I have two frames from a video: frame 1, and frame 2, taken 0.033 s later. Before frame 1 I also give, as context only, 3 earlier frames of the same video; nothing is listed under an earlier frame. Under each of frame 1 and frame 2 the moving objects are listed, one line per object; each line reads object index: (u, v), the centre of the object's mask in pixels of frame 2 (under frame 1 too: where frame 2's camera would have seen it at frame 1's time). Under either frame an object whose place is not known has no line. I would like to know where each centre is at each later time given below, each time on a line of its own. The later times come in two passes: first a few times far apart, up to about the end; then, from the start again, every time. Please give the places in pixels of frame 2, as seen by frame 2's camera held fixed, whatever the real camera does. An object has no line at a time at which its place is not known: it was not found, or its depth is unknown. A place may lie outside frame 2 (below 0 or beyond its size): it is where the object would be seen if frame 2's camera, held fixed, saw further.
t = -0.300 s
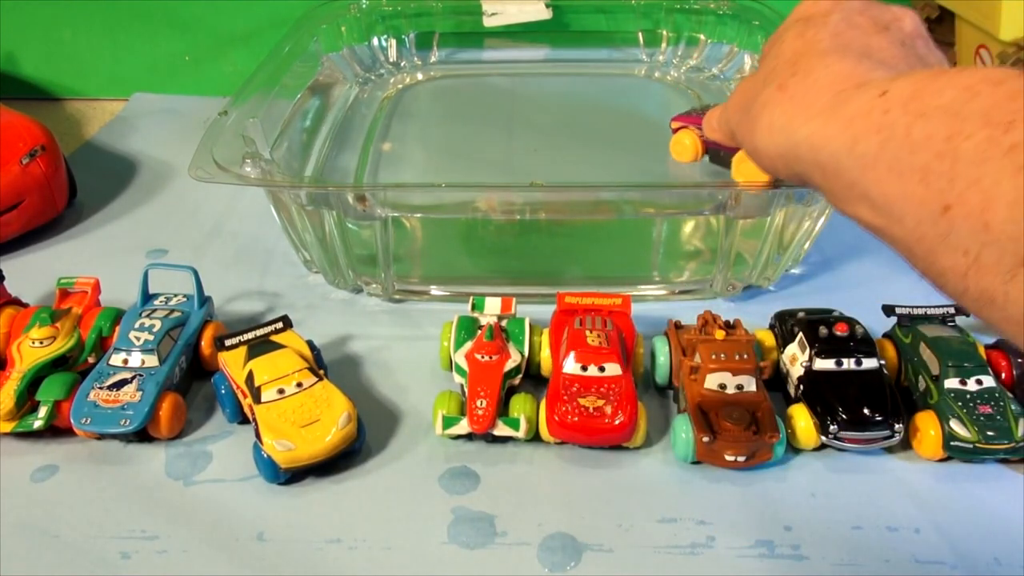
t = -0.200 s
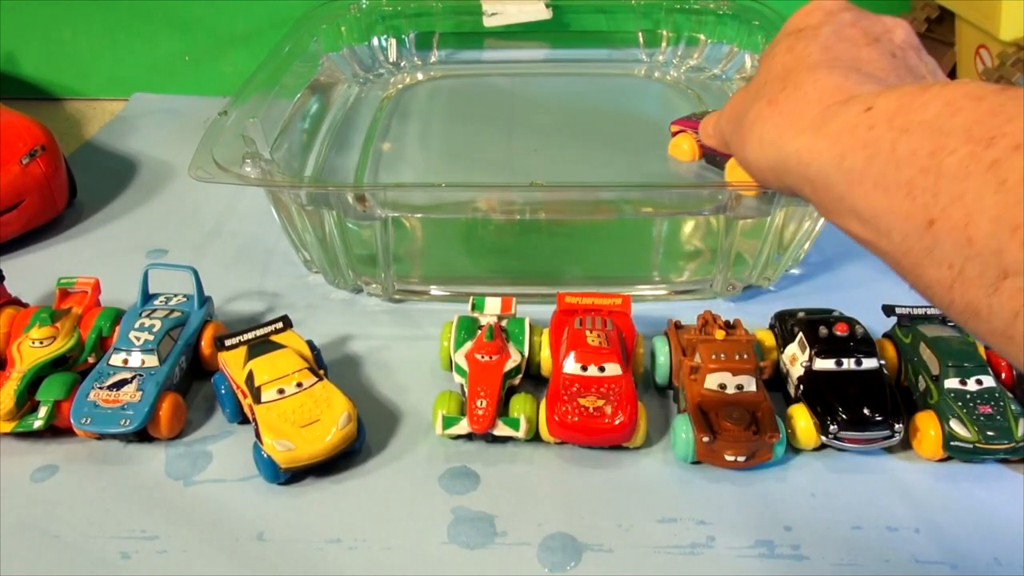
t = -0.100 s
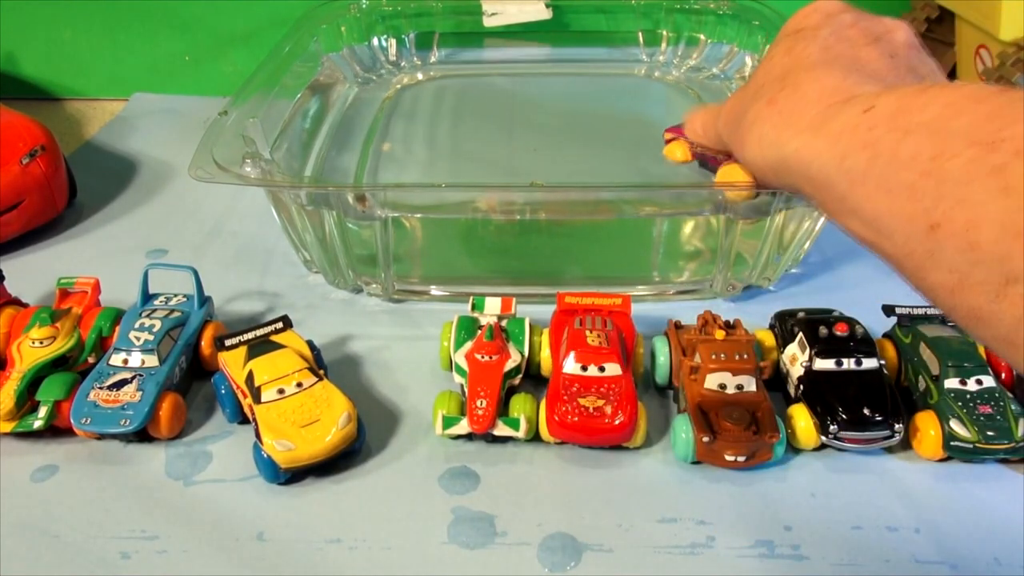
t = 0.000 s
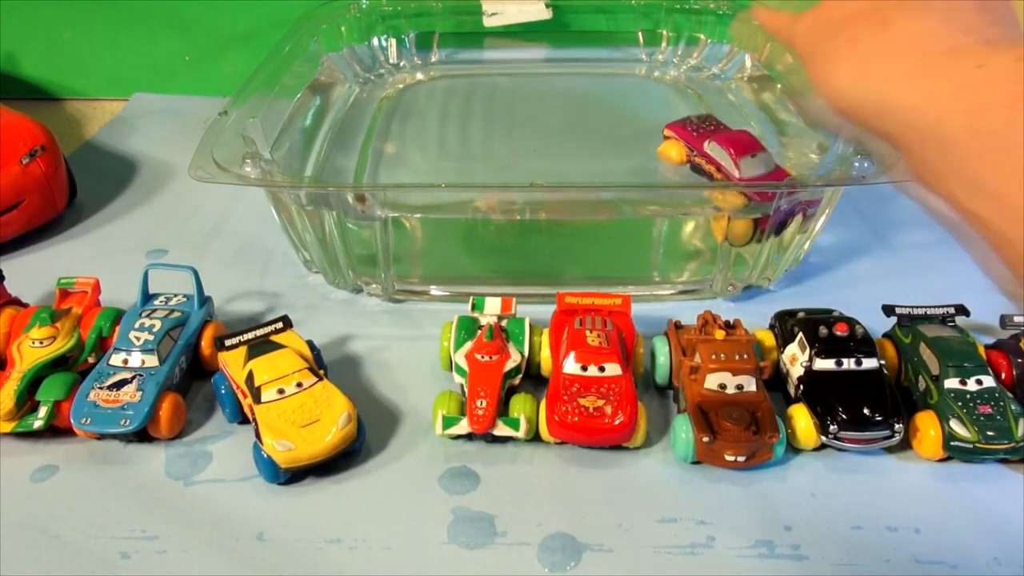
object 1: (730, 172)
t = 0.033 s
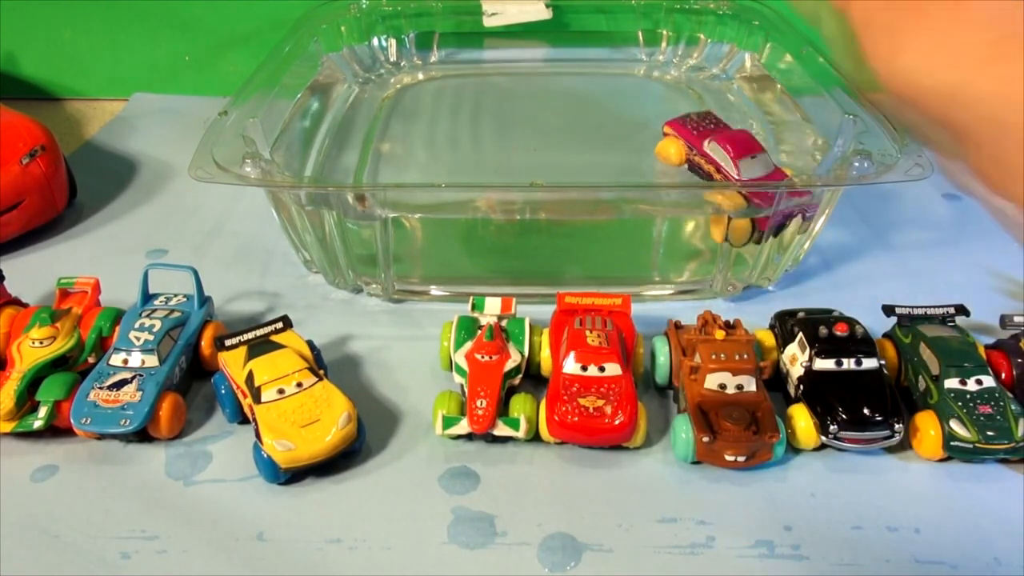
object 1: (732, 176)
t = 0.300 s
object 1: (711, 153)
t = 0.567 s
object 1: (691, 148)
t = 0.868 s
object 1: (652, 138)
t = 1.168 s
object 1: (611, 122)
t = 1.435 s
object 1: (578, 105)
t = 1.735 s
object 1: (544, 88)
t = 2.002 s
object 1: (521, 70)
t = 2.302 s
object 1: (504, 53)
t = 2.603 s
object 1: (539, 59)
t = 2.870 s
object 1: (567, 66)
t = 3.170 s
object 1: (601, 74)
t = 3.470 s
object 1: (637, 84)
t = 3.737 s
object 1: (669, 94)
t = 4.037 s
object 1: (703, 107)
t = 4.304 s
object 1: (737, 119)
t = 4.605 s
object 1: (756, 133)
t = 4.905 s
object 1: (766, 145)
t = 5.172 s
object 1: (766, 149)
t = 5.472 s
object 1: (761, 155)
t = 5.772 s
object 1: (756, 155)
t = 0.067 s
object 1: (715, 150)
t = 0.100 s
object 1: (715, 150)
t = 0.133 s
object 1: (720, 159)
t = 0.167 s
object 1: (720, 160)
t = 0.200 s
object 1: (717, 154)
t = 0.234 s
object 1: (715, 154)
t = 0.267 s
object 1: (713, 154)
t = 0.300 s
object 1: (711, 153)
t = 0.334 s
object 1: (709, 152)
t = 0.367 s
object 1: (707, 150)
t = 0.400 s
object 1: (705, 149)
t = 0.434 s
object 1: (703, 148)
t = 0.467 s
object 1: (700, 148)
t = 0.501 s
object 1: (697, 148)
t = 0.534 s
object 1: (694, 148)
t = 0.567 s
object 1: (691, 148)
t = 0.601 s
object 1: (688, 147)
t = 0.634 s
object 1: (684, 146)
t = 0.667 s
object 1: (681, 145)
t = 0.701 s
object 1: (677, 144)
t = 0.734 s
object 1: (673, 143)
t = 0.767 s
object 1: (668, 142)
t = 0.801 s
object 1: (663, 140)
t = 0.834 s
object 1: (657, 139)
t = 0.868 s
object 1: (652, 138)
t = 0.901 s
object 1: (647, 136)
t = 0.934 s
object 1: (643, 135)
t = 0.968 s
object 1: (638, 133)
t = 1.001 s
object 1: (635, 132)
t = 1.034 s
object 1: (629, 129)
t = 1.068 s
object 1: (625, 128)
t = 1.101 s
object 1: (619, 125)
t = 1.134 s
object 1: (615, 123)
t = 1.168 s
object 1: (611, 122)
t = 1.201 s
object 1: (607, 120)
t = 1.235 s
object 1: (602, 118)
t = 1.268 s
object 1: (598, 117)
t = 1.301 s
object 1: (594, 115)
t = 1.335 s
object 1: (590, 113)
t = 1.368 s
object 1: (586, 111)
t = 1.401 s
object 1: (582, 108)
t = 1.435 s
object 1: (578, 105)
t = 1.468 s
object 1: (574, 103)
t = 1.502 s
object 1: (571, 100)
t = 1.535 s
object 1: (567, 98)
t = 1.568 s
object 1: (563, 97)
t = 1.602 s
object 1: (559, 95)
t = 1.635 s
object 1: (555, 94)
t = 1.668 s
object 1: (551, 92)
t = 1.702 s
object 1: (548, 90)
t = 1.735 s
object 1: (544, 88)
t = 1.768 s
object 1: (541, 85)
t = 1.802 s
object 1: (537, 82)
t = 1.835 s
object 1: (535, 80)
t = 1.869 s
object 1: (532, 78)
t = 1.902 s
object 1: (529, 77)
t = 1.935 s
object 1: (527, 75)
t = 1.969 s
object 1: (524, 73)
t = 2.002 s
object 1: (521, 70)
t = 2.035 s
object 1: (519, 68)
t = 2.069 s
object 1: (516, 65)
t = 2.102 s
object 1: (513, 63)
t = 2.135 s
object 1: (511, 62)
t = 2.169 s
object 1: (510, 60)
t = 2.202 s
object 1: (510, 58)
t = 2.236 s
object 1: (510, 57)
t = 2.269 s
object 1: (510, 54)
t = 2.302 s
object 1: (504, 53)
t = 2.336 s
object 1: (508, 53)
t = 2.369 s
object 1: (512, 54)
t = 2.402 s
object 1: (517, 55)
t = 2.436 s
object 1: (521, 55)
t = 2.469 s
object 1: (524, 56)
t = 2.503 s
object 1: (528, 57)
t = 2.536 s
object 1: (531, 58)
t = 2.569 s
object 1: (535, 58)
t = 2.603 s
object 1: (539, 59)
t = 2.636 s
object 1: (543, 60)
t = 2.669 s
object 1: (546, 61)
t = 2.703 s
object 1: (550, 61)
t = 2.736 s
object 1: (553, 62)
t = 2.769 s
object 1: (556, 63)
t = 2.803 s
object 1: (560, 64)
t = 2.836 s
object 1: (564, 64)
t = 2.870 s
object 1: (567, 66)
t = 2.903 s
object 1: (571, 66)
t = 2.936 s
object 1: (573, 67)
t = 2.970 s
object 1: (577, 68)
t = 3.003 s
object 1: (580, 69)
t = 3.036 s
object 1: (584, 70)
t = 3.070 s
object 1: (588, 71)
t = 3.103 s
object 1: (592, 71)
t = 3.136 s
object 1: (597, 72)
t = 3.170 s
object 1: (601, 74)
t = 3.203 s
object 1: (605, 75)
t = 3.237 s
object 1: (609, 76)
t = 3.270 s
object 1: (613, 78)
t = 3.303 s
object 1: (616, 79)
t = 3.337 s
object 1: (620, 80)
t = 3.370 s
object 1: (624, 81)
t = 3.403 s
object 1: (629, 82)
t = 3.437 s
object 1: (633, 84)
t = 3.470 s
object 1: (637, 84)
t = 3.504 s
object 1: (640, 85)
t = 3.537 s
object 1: (644, 86)
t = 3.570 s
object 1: (648, 88)
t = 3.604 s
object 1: (652, 89)
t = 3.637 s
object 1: (656, 90)
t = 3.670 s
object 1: (660, 92)
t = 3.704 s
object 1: (665, 93)
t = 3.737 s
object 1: (669, 94)
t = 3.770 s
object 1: (673, 96)
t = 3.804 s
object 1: (677, 97)
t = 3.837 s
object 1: (680, 99)
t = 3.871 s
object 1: (683, 101)
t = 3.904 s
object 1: (686, 103)
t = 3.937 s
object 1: (690, 104)
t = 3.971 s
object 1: (694, 105)
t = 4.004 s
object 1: (698, 106)
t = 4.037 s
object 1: (703, 107)
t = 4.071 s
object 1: (707, 109)
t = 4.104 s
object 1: (712, 110)
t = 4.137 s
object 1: (716, 111)
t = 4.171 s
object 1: (721, 113)
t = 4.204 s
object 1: (725, 114)
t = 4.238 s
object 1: (729, 116)
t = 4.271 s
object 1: (733, 118)
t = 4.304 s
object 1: (737, 119)
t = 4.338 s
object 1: (740, 120)
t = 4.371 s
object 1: (744, 122)
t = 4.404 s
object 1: (747, 124)
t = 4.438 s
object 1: (750, 125)
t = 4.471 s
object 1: (751, 127)
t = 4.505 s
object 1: (752, 129)
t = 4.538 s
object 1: (753, 130)
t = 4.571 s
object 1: (755, 132)
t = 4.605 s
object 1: (756, 133)
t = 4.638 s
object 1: (758, 134)
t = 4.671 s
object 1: (759, 136)
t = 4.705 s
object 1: (760, 137)
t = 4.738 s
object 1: (761, 138)
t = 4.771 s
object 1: (762, 139)
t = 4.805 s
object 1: (764, 141)
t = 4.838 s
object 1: (764, 142)
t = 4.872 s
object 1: (765, 144)
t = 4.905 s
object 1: (766, 145)
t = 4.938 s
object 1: (766, 146)
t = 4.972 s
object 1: (765, 147)
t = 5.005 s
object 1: (765, 147)
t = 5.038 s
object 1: (765, 148)
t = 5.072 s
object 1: (765, 148)
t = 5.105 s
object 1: (765, 149)
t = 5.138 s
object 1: (765, 149)
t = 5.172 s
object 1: (766, 149)
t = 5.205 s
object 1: (766, 149)
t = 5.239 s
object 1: (765, 149)
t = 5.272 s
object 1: (765, 149)
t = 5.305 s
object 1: (764, 150)
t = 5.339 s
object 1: (764, 151)
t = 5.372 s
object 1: (764, 152)
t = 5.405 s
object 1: (763, 154)
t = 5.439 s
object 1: (762, 154)
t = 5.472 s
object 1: (761, 155)
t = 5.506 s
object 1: (759, 155)
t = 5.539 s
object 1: (758, 155)
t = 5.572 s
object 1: (757, 155)
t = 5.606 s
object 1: (756, 155)
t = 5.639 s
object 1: (756, 155)
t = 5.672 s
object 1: (756, 155)
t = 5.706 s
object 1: (757, 155)
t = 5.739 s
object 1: (756, 155)
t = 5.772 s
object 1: (756, 155)
